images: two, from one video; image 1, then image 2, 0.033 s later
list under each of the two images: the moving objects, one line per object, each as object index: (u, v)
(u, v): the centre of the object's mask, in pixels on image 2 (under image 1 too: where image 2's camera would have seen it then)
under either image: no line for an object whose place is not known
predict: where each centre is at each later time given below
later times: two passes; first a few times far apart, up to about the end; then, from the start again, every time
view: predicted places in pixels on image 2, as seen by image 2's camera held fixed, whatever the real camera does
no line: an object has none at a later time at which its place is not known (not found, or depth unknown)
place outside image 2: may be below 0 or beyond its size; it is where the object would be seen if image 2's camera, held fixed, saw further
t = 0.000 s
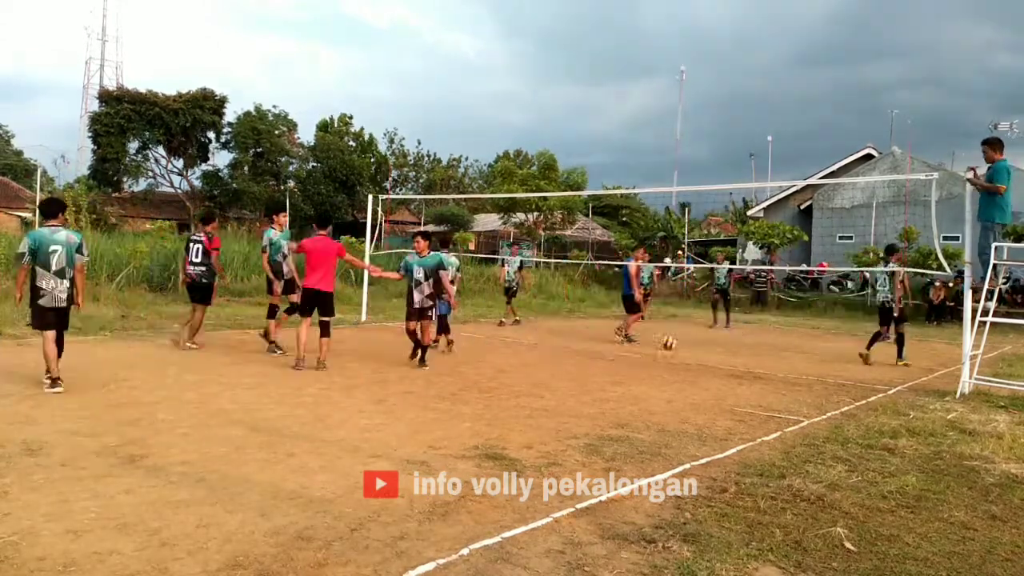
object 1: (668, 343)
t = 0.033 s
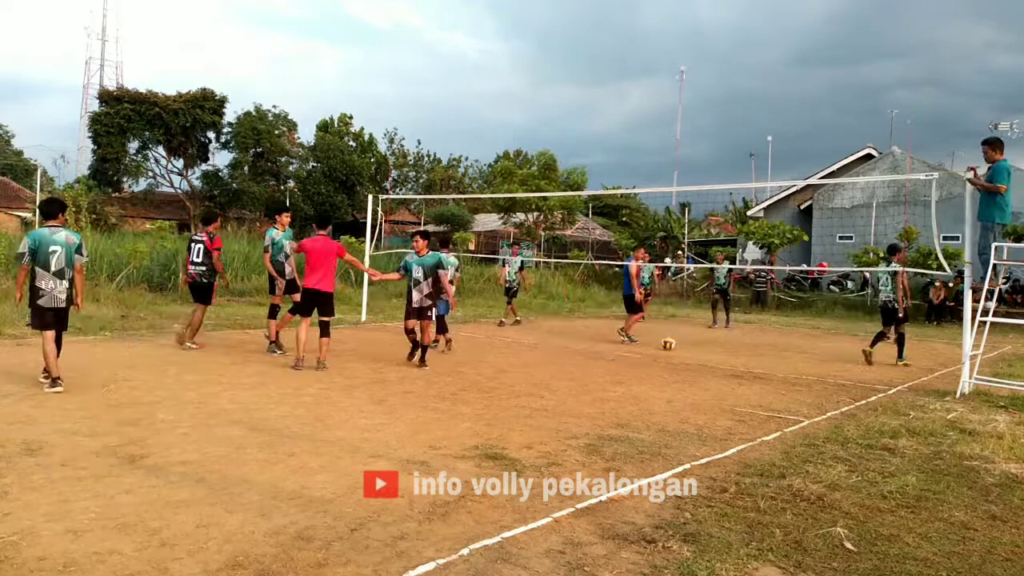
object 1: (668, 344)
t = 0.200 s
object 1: (663, 343)
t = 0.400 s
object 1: (656, 345)
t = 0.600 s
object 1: (647, 354)
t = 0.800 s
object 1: (639, 361)
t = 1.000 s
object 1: (629, 369)
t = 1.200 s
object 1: (617, 376)
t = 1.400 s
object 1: (602, 384)
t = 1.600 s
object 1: (584, 392)
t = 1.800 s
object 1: (563, 403)
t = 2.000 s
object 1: (539, 410)
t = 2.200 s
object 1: (512, 426)
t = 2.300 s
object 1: (496, 433)
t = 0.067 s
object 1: (667, 341)
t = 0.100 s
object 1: (666, 341)
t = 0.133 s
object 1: (664, 341)
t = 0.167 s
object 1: (664, 341)
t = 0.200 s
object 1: (663, 343)
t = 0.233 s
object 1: (661, 345)
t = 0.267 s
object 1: (660, 347)
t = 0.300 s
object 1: (658, 346)
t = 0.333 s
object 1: (658, 345)
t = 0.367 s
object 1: (657, 345)
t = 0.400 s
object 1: (656, 345)
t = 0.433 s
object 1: (654, 346)
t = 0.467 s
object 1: (653, 348)
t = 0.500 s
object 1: (652, 351)
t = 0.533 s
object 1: (650, 355)
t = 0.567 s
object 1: (650, 356)
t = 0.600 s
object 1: (647, 354)
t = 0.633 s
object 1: (646, 356)
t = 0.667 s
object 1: (644, 357)
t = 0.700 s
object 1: (643, 360)
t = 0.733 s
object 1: (642, 360)
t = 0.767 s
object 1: (641, 360)
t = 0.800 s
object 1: (639, 361)
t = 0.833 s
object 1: (637, 364)
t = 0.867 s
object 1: (636, 364)
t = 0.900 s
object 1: (635, 365)
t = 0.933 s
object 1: (632, 367)
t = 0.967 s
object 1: (631, 367)
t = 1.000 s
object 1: (629, 369)
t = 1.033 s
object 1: (627, 371)
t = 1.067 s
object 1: (626, 371)
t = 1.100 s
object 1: (624, 372)
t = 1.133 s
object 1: (621, 374)
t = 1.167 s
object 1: (619, 374)
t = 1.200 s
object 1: (617, 376)
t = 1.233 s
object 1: (614, 378)
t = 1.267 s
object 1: (612, 379)
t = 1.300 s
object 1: (610, 380)
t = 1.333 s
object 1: (607, 381)
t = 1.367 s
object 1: (604, 382)
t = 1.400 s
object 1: (602, 384)
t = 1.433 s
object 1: (599, 385)
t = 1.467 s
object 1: (596, 385)
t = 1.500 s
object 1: (594, 386)
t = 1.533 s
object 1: (591, 390)
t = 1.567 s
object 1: (587, 391)
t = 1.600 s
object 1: (584, 392)
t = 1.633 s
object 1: (581, 394)
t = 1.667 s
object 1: (578, 396)
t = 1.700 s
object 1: (575, 396)
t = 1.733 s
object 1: (571, 398)
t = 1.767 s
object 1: (567, 399)
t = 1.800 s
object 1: (563, 403)
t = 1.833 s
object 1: (559, 403)
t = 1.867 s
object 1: (556, 403)
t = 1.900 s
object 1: (552, 407)
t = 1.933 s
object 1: (549, 411)
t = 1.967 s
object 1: (544, 411)
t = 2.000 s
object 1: (539, 410)
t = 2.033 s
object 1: (536, 412)
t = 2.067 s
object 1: (531, 414)
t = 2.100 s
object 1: (526, 419)
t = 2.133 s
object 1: (521, 424)
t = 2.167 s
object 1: (517, 425)
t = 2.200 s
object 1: (512, 426)
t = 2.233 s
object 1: (506, 430)
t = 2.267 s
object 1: (501, 433)
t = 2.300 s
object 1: (496, 433)
